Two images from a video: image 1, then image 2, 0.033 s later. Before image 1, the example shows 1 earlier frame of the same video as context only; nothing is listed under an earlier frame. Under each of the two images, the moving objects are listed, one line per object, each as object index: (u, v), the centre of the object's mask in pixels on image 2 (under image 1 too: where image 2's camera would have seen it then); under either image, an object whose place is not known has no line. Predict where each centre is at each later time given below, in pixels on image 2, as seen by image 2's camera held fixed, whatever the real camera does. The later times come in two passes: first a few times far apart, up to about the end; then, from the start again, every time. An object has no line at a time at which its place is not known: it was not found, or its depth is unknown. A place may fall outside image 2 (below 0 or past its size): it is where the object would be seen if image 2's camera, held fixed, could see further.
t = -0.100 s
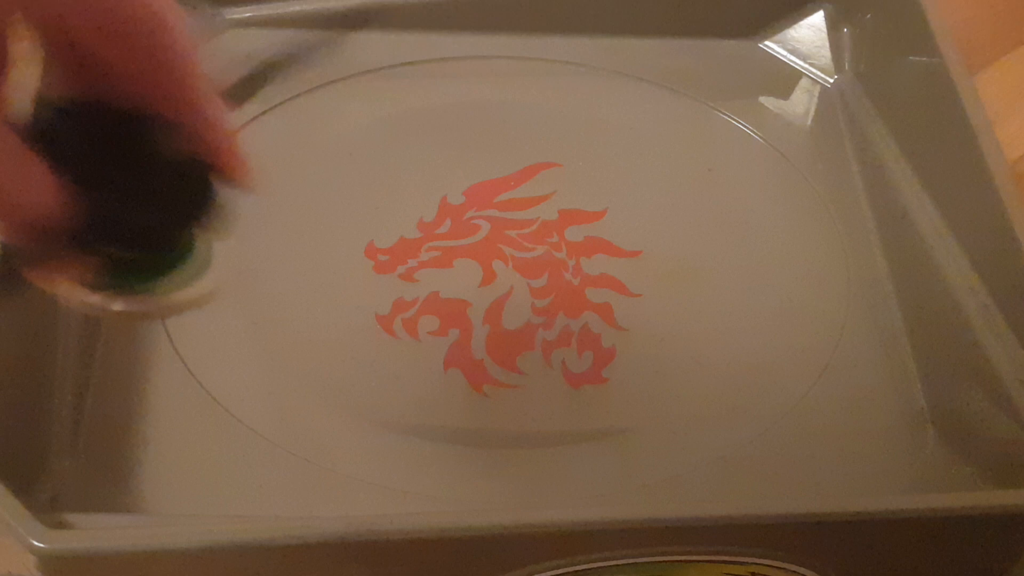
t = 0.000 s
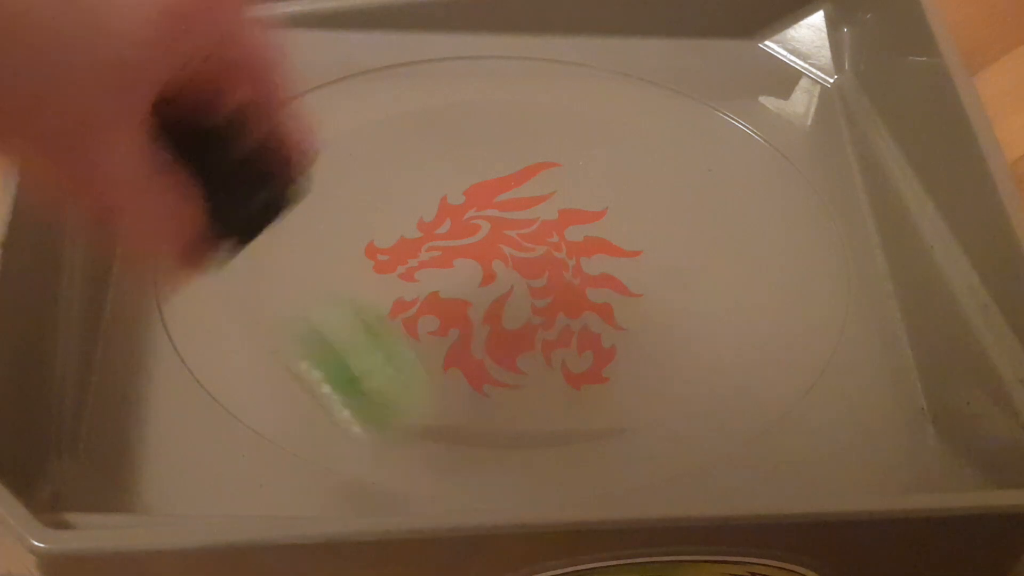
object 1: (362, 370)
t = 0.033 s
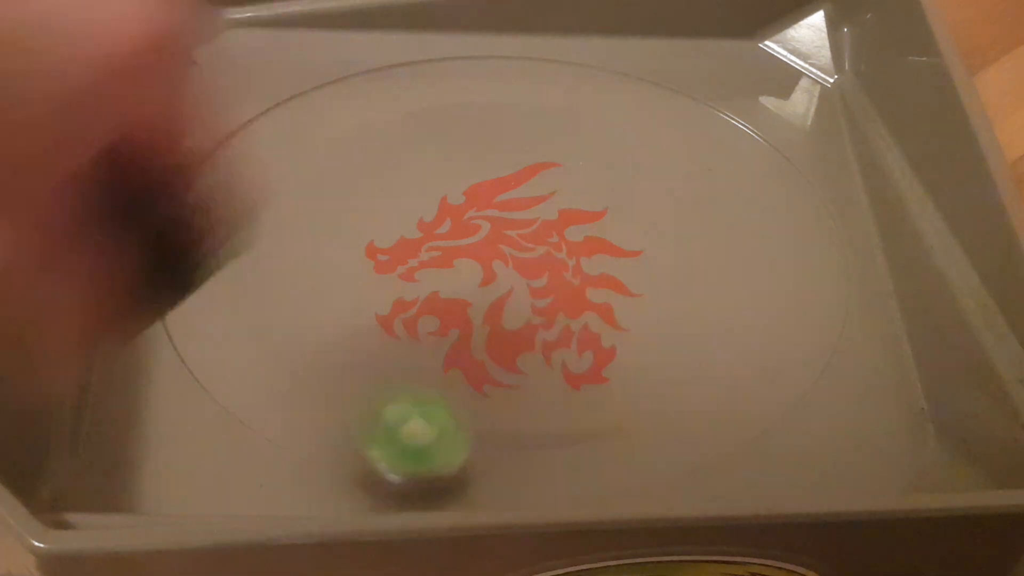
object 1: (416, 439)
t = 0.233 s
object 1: (570, 203)
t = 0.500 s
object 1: (572, 228)
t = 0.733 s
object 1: (440, 198)
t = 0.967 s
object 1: (306, 256)
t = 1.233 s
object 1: (402, 333)
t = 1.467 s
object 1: (469, 272)
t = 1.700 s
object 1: (425, 206)
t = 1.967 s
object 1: (401, 223)
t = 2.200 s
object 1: (425, 236)
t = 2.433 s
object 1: (453, 212)
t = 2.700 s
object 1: (476, 197)
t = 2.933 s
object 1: (495, 194)
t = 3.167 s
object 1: (513, 194)
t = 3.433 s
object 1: (538, 198)
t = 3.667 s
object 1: (553, 204)
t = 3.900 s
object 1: (569, 214)
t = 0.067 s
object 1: (441, 390)
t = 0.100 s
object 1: (471, 323)
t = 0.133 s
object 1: (498, 273)
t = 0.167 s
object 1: (524, 232)
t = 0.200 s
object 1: (549, 212)
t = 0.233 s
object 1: (570, 203)
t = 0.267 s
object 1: (584, 210)
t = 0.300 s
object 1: (599, 240)
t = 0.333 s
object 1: (607, 277)
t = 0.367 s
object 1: (605, 273)
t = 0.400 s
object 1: (598, 251)
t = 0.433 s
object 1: (591, 244)
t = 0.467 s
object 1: (581, 236)
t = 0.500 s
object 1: (572, 228)
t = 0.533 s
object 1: (559, 222)
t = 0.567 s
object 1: (543, 218)
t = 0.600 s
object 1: (524, 213)
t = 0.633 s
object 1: (505, 208)
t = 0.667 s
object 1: (483, 204)
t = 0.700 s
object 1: (461, 200)
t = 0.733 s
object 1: (440, 198)
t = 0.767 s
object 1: (417, 199)
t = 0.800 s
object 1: (394, 203)
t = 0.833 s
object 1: (372, 209)
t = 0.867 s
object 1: (349, 218)
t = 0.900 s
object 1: (328, 230)
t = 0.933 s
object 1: (314, 243)
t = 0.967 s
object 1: (306, 256)
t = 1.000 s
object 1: (303, 271)
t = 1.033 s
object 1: (304, 285)
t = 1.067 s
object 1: (312, 299)
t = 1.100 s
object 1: (324, 311)
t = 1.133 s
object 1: (341, 321)
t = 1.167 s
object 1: (360, 329)
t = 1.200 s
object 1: (381, 333)
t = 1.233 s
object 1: (402, 333)
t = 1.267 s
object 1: (421, 330)
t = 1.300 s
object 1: (437, 323)
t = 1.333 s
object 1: (450, 314)
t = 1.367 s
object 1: (460, 305)
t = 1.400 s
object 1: (467, 294)
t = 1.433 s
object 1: (469, 284)
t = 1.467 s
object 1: (469, 272)
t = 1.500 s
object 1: (466, 260)
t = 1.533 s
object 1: (462, 249)
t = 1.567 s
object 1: (456, 237)
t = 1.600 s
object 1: (449, 226)
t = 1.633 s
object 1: (441, 217)
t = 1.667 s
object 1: (433, 210)
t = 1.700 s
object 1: (425, 206)
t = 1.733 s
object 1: (419, 204)
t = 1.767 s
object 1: (414, 204)
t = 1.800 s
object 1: (409, 206)
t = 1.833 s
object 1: (405, 209)
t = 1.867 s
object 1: (402, 212)
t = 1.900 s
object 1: (401, 216)
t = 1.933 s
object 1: (401, 220)
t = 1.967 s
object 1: (401, 223)
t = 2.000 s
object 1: (404, 227)
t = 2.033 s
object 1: (406, 230)
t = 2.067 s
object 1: (409, 233)
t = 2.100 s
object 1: (412, 235)
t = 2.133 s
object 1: (415, 235)
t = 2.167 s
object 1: (420, 236)
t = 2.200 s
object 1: (425, 236)
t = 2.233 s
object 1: (429, 235)
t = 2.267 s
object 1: (434, 233)
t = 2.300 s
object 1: (438, 230)
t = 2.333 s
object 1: (442, 225)
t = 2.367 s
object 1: (446, 221)
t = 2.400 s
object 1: (450, 216)
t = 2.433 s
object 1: (453, 212)
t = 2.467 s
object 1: (457, 207)
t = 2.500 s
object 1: (460, 204)
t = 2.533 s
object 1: (464, 200)
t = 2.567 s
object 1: (466, 199)
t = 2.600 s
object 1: (469, 198)
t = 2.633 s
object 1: (471, 198)
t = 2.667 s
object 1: (474, 197)
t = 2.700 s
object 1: (476, 197)
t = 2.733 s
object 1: (479, 197)
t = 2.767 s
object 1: (481, 196)
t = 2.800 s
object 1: (484, 195)
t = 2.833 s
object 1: (487, 195)
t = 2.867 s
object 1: (490, 195)
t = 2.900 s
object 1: (493, 194)
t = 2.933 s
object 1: (495, 194)
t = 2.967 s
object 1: (497, 194)
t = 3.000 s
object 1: (499, 194)
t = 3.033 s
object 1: (502, 194)
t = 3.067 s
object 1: (505, 194)
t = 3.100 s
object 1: (508, 193)
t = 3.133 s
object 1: (511, 194)
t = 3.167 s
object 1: (513, 194)
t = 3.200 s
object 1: (516, 194)
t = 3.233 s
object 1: (519, 194)
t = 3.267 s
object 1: (522, 195)
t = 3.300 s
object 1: (525, 196)
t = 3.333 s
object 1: (528, 196)
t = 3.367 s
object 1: (531, 197)
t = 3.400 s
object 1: (534, 197)
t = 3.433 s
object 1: (538, 198)
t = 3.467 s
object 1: (540, 198)
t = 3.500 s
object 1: (542, 199)
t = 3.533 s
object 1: (545, 200)
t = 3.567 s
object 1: (547, 201)
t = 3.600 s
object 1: (549, 202)
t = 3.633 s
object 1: (551, 203)
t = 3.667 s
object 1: (553, 204)
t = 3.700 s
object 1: (556, 205)
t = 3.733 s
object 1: (558, 206)
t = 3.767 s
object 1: (560, 208)
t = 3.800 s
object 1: (563, 209)
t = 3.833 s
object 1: (565, 210)
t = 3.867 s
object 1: (566, 212)
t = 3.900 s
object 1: (569, 214)
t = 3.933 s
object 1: (571, 216)
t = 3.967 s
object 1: (573, 216)
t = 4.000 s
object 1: (571, 204)
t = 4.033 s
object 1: (571, 216)
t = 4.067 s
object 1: (584, 238)
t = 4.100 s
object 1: (600, 261)
